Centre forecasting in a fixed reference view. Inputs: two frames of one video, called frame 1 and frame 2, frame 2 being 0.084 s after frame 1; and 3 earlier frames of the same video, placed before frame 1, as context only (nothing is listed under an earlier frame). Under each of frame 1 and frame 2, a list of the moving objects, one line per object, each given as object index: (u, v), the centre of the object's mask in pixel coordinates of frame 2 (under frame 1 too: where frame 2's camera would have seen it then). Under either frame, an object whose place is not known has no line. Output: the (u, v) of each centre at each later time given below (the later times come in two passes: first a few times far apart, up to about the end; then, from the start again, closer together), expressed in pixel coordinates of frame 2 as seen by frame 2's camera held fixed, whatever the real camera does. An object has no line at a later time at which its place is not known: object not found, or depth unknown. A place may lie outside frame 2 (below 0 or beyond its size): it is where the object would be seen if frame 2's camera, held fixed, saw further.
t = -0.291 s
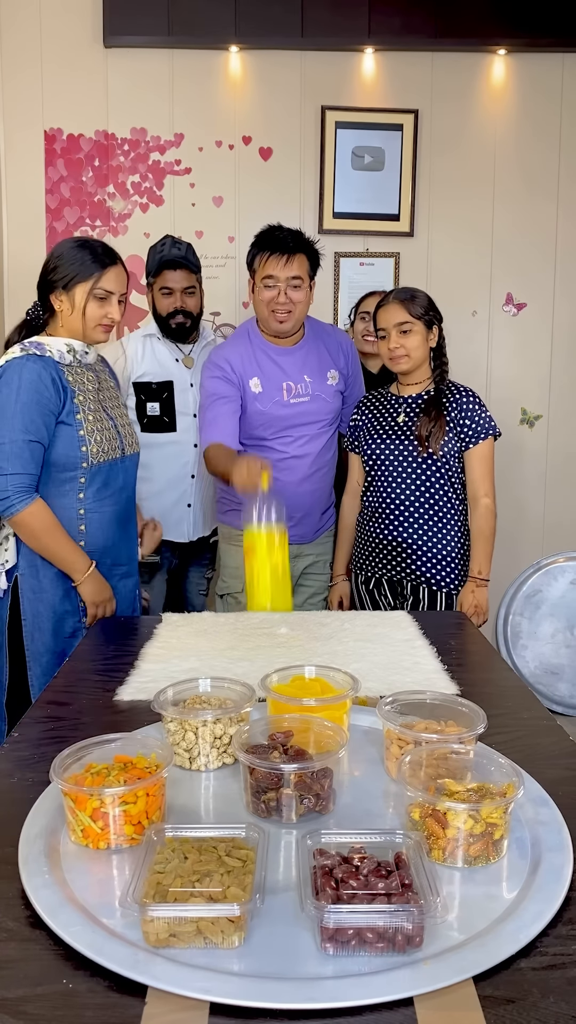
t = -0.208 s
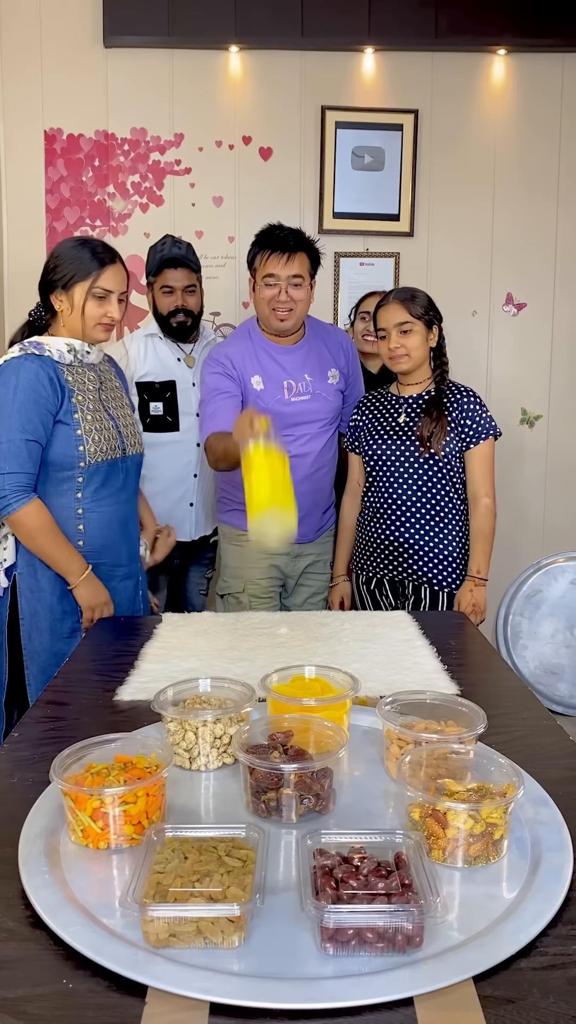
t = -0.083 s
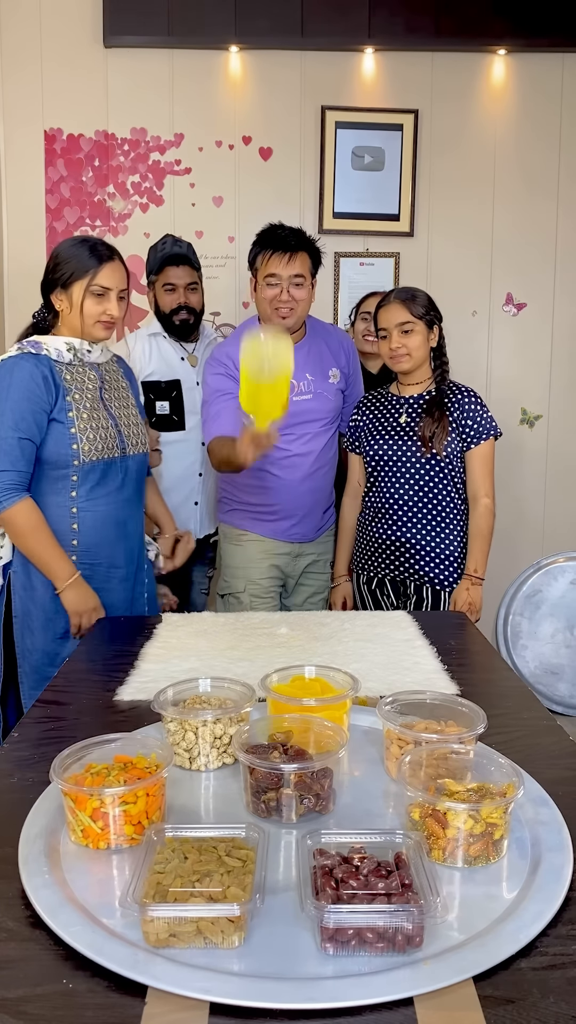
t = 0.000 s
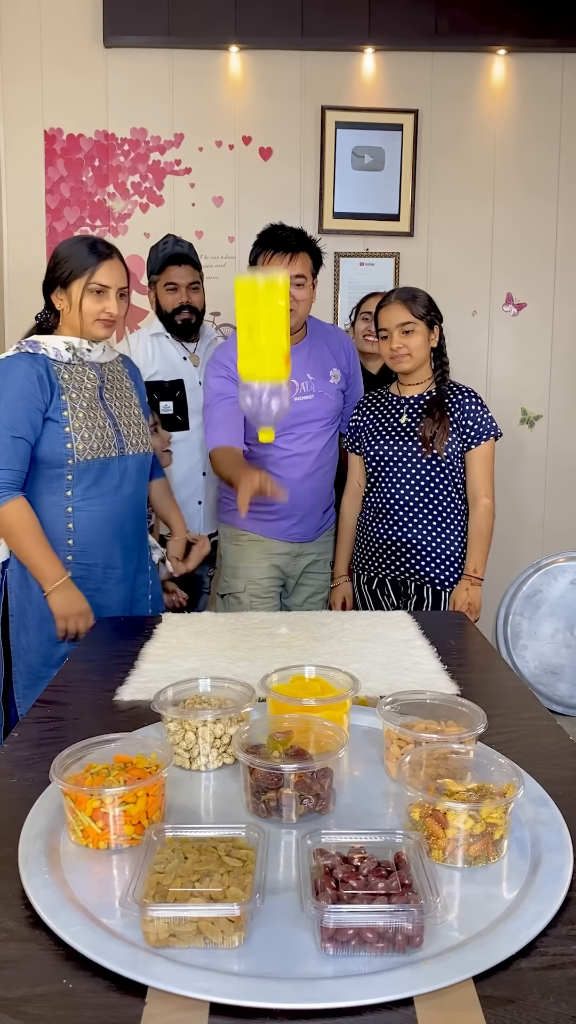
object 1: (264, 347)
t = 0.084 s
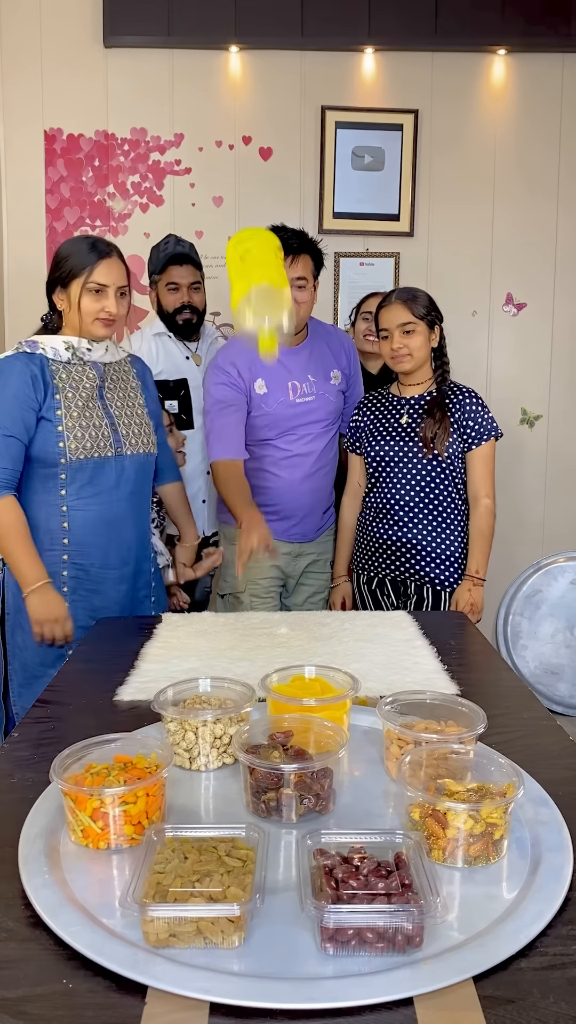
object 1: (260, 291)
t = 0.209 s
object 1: (253, 296)
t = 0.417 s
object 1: (240, 555)
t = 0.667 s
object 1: (216, 577)
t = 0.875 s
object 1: (234, 579)
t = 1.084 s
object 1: (227, 579)
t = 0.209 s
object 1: (253, 296)
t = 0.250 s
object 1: (251, 323)
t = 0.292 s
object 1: (249, 364)
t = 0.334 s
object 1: (245, 418)
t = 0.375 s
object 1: (242, 483)
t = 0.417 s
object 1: (240, 555)
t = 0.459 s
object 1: (233, 576)
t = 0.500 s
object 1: (226, 577)
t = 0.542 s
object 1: (222, 576)
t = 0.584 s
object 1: (220, 575)
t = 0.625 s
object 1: (217, 576)
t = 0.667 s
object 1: (216, 577)
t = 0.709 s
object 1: (217, 579)
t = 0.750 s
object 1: (221, 579)
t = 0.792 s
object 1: (228, 578)
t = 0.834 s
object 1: (233, 579)
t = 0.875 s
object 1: (234, 579)
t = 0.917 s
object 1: (231, 580)
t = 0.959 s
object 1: (226, 580)
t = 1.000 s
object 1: (225, 579)
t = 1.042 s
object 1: (229, 579)
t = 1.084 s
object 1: (227, 579)
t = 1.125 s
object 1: (227, 579)
